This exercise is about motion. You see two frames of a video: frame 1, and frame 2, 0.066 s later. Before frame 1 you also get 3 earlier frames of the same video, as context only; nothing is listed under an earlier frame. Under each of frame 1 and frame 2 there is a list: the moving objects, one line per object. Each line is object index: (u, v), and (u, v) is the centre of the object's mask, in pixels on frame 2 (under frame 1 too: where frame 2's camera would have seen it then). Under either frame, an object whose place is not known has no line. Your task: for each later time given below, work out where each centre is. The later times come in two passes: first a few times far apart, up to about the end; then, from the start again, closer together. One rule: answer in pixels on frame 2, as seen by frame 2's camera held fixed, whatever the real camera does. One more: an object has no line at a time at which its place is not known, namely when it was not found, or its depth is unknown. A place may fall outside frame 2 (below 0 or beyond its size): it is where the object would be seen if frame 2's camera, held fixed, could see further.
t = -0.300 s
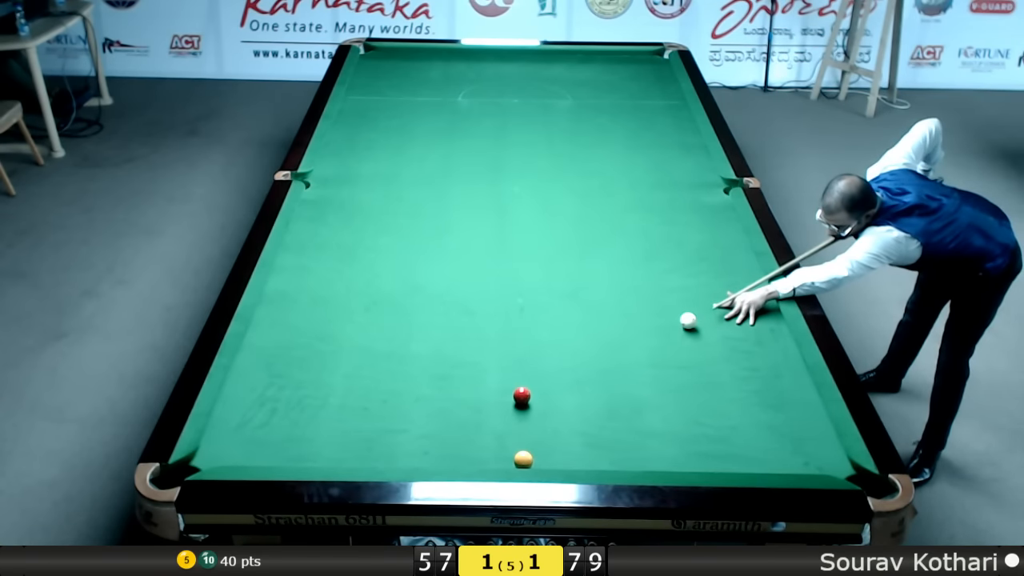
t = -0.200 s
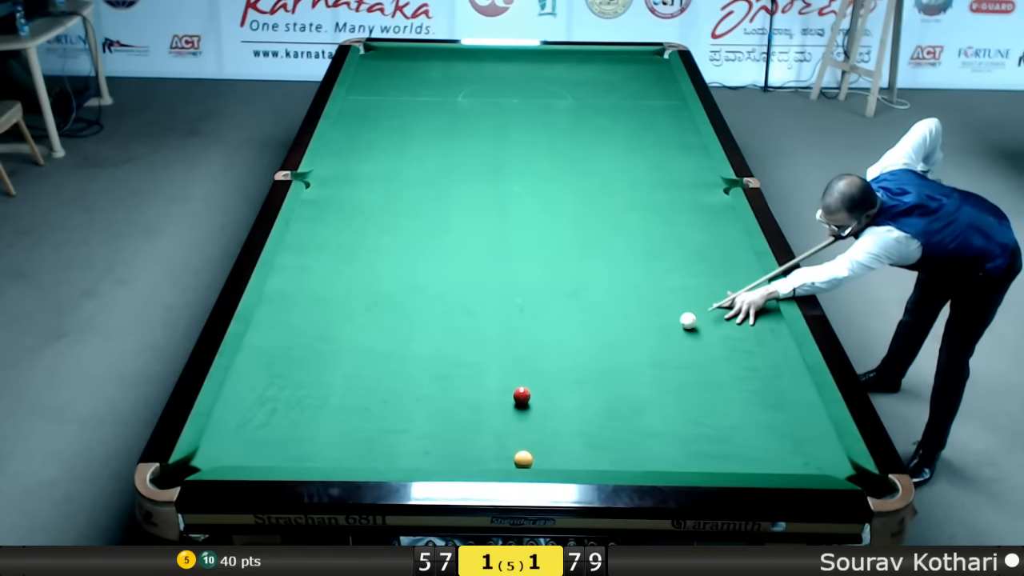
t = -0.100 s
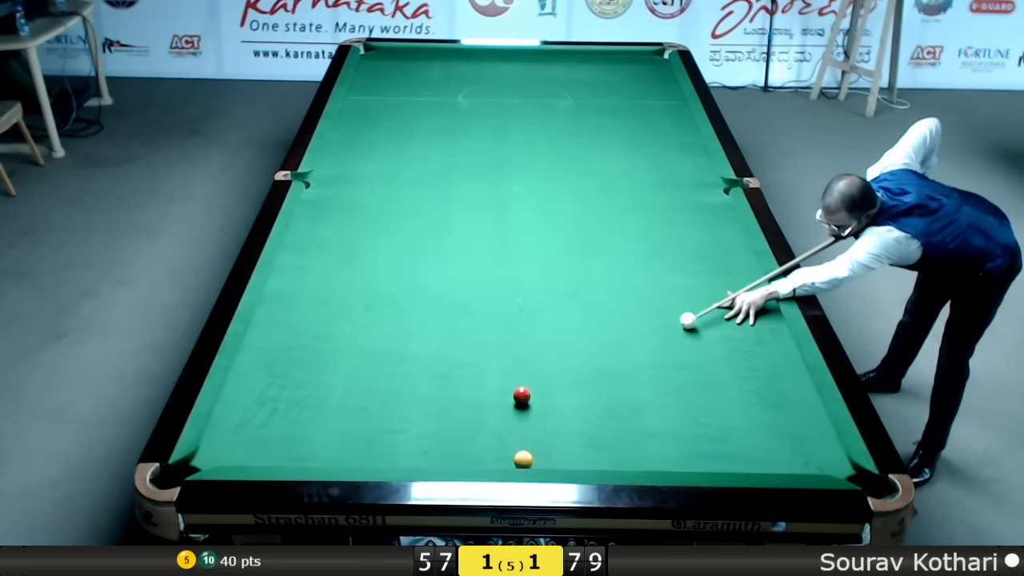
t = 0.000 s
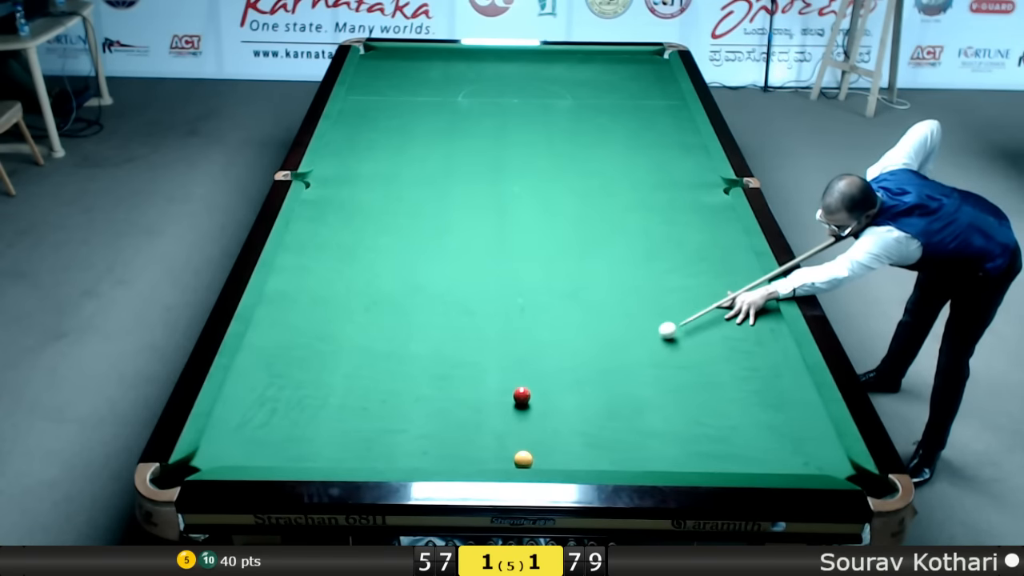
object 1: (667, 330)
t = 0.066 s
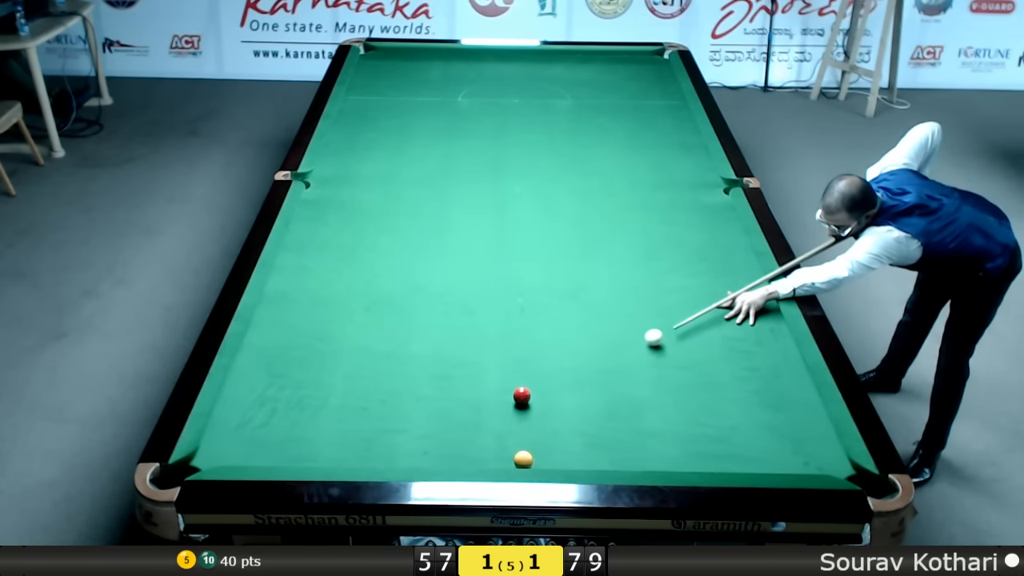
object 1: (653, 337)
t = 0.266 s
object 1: (613, 357)
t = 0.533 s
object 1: (557, 385)
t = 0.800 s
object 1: (535, 411)
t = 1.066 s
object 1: (526, 435)
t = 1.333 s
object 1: (516, 447)
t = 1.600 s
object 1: (507, 446)
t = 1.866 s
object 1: (498, 444)
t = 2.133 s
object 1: (492, 441)
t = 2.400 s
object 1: (488, 440)
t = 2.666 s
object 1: (485, 439)
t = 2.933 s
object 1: (485, 438)
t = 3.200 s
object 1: (485, 439)
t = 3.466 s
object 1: (485, 439)
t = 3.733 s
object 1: (485, 439)
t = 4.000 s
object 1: (485, 439)
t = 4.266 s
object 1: (485, 439)
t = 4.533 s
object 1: (485, 439)
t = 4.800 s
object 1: (485, 439)
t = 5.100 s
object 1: (485, 439)
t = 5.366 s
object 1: (485, 439)
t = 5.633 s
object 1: (485, 439)
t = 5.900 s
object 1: (485, 439)
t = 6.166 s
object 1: (485, 439)
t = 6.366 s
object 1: (485, 439)
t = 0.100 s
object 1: (647, 341)
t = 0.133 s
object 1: (640, 344)
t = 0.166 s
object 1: (633, 347)
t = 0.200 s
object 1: (627, 350)
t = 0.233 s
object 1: (620, 354)
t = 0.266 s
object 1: (613, 357)
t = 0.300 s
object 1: (606, 361)
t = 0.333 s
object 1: (599, 364)
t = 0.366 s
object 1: (592, 368)
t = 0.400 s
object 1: (586, 371)
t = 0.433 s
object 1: (579, 374)
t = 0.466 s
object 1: (572, 378)
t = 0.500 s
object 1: (564, 381)
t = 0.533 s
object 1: (557, 385)
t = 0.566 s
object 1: (550, 388)
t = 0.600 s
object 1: (543, 392)
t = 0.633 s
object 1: (539, 395)
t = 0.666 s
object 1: (539, 399)
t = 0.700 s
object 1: (538, 401)
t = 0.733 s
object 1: (537, 404)
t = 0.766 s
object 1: (536, 408)
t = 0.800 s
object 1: (535, 411)
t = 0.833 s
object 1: (533, 414)
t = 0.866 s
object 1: (532, 417)
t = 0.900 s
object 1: (531, 420)
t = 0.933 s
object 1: (530, 423)
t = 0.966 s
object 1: (529, 426)
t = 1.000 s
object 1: (528, 429)
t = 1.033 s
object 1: (527, 432)
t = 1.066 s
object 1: (526, 435)
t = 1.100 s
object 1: (525, 438)
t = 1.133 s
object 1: (523, 441)
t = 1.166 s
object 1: (523, 443)
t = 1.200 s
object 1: (521, 444)
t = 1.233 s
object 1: (520, 446)
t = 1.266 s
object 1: (519, 447)
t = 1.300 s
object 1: (518, 447)
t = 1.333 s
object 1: (516, 447)
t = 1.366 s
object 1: (515, 447)
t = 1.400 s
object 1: (514, 447)
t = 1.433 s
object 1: (513, 447)
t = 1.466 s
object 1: (511, 447)
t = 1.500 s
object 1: (510, 447)
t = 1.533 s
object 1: (509, 446)
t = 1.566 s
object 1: (508, 446)
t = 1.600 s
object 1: (507, 446)
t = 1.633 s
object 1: (506, 445)
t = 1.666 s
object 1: (504, 445)
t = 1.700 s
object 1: (503, 445)
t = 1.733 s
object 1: (502, 444)
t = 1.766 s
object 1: (501, 444)
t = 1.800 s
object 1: (500, 444)
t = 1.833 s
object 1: (499, 444)
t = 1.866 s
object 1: (498, 444)
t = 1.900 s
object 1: (498, 443)
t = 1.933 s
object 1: (497, 443)
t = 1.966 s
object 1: (496, 443)
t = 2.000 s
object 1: (495, 442)
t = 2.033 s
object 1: (494, 442)
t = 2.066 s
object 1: (494, 442)
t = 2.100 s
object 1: (493, 442)
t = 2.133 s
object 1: (492, 441)
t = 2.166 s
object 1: (492, 441)
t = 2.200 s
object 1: (491, 441)
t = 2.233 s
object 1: (490, 441)
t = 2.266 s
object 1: (490, 440)
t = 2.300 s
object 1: (489, 440)
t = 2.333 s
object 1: (489, 440)
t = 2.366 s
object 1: (488, 440)
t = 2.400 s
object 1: (488, 440)
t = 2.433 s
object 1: (487, 439)
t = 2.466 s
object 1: (487, 439)
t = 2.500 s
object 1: (486, 439)
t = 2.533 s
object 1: (486, 439)
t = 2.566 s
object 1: (486, 439)
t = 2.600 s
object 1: (486, 439)
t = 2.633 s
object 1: (485, 439)
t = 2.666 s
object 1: (485, 439)
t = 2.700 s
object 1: (485, 438)
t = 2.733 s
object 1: (485, 438)
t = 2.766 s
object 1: (485, 438)
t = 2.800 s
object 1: (485, 438)
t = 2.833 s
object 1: (485, 438)
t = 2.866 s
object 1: (485, 438)
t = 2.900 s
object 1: (485, 438)
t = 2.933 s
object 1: (485, 438)
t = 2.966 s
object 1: (485, 438)
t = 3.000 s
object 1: (485, 438)
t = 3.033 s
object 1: (485, 439)
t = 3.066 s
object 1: (485, 439)
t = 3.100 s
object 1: (485, 439)
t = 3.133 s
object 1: (485, 439)
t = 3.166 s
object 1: (485, 439)
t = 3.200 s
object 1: (485, 439)
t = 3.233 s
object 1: (485, 439)
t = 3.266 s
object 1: (485, 439)
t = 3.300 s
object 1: (485, 439)
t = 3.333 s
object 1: (485, 439)
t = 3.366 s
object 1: (485, 439)
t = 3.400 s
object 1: (485, 439)
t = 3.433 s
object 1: (485, 439)
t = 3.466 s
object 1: (485, 439)
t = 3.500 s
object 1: (485, 439)
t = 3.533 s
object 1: (485, 439)
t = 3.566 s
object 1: (485, 439)
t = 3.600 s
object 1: (485, 439)
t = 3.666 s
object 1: (485, 439)
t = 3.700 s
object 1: (485, 439)
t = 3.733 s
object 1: (485, 439)
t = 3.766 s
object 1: (485, 439)
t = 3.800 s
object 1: (485, 439)
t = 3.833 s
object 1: (485, 439)
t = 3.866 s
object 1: (485, 439)
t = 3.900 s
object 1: (485, 439)
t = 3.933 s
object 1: (485, 439)
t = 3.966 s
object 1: (485, 439)
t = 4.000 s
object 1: (485, 439)
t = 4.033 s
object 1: (485, 439)
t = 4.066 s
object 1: (485, 439)
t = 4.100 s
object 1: (485, 439)
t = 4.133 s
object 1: (485, 439)
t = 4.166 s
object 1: (485, 439)
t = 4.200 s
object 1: (485, 439)
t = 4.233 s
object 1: (485, 439)
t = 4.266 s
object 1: (485, 439)
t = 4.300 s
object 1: (485, 439)
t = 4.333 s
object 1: (485, 439)
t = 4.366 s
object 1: (485, 439)
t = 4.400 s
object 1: (485, 439)
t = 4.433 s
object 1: (485, 439)
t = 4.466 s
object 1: (485, 439)
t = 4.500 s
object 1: (485, 439)
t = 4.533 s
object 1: (485, 439)
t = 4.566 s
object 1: (485, 439)
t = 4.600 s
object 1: (485, 439)
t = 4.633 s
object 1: (485, 439)
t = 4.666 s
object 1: (485, 439)
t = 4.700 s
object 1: (485, 439)
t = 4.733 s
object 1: (485, 439)
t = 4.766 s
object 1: (485, 439)
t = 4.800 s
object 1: (485, 439)
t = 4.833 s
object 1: (485, 439)
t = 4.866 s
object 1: (485, 439)
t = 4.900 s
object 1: (485, 439)
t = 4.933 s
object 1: (485, 439)
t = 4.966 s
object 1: (485, 439)
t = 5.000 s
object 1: (485, 439)
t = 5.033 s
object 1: (485, 439)
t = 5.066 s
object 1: (485, 439)
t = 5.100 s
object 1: (485, 439)
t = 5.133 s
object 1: (485, 439)
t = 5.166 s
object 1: (485, 439)
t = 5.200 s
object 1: (485, 439)
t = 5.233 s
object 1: (485, 439)
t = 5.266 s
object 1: (485, 439)
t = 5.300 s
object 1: (485, 439)
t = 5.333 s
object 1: (485, 439)
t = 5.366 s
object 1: (485, 439)
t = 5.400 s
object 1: (485, 439)
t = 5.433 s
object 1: (485, 439)
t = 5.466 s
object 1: (485, 439)
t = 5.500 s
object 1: (485, 439)
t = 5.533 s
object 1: (485, 439)
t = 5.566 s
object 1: (485, 439)
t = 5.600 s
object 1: (485, 439)
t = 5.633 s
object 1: (485, 439)
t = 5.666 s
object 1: (485, 439)
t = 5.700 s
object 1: (485, 439)
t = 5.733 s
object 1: (485, 439)
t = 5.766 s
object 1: (485, 439)
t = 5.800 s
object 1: (485, 439)
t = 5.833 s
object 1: (485, 439)
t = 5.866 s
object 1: (485, 439)
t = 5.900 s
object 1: (485, 439)
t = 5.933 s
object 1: (485, 439)
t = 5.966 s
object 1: (485, 439)
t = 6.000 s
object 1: (485, 439)
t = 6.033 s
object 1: (485, 439)
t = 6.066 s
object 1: (485, 439)
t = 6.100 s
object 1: (485, 439)
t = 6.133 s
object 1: (485, 439)
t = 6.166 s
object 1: (485, 439)
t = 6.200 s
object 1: (485, 439)
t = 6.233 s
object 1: (485, 439)
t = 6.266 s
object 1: (485, 439)
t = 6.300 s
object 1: (485, 439)
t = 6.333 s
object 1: (485, 439)
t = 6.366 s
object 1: (485, 439)
